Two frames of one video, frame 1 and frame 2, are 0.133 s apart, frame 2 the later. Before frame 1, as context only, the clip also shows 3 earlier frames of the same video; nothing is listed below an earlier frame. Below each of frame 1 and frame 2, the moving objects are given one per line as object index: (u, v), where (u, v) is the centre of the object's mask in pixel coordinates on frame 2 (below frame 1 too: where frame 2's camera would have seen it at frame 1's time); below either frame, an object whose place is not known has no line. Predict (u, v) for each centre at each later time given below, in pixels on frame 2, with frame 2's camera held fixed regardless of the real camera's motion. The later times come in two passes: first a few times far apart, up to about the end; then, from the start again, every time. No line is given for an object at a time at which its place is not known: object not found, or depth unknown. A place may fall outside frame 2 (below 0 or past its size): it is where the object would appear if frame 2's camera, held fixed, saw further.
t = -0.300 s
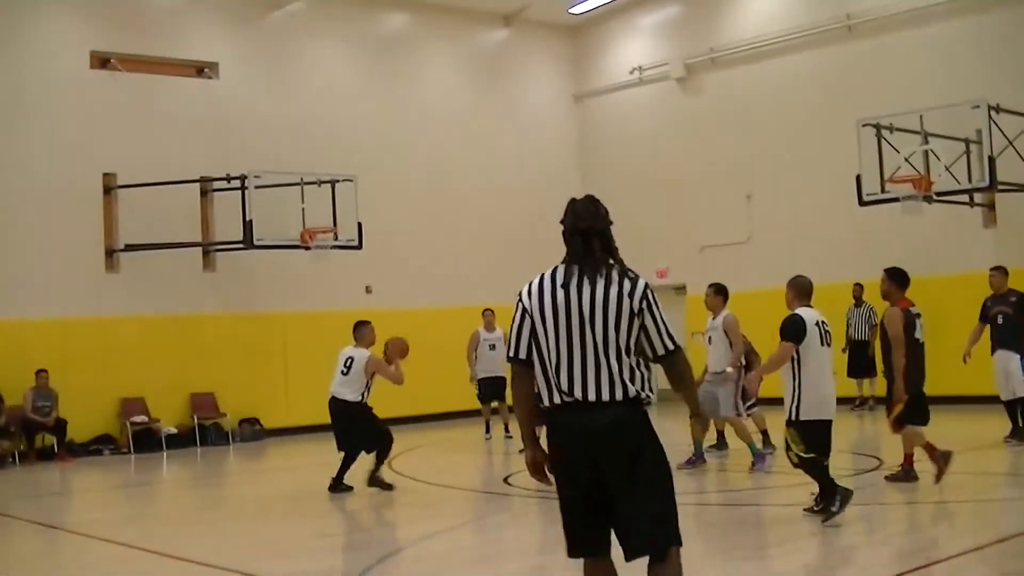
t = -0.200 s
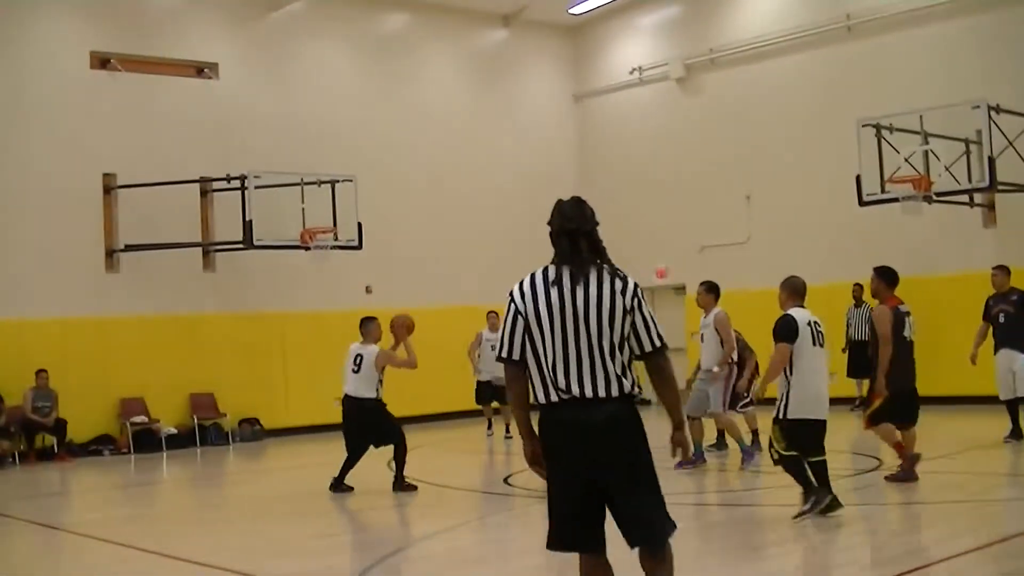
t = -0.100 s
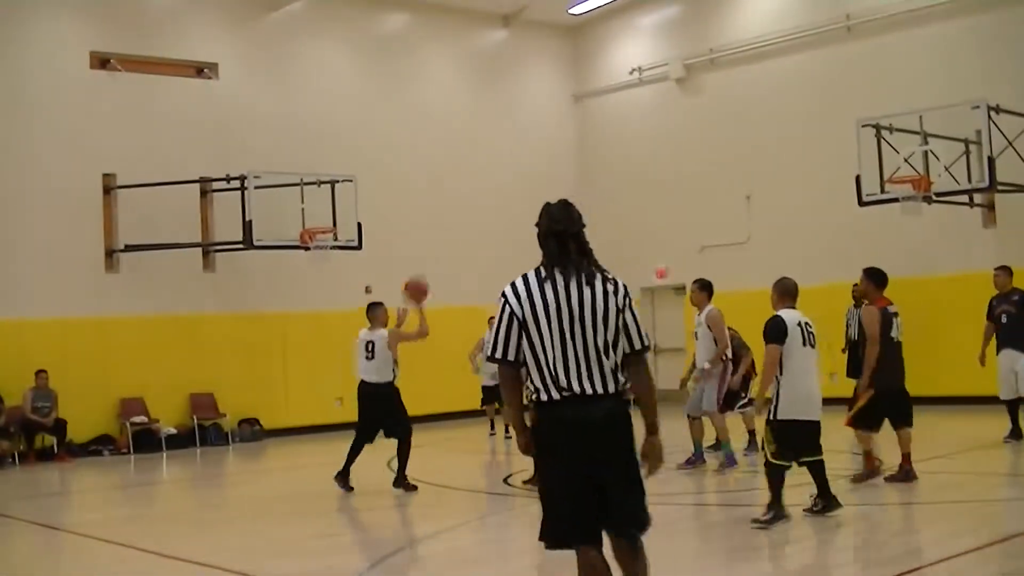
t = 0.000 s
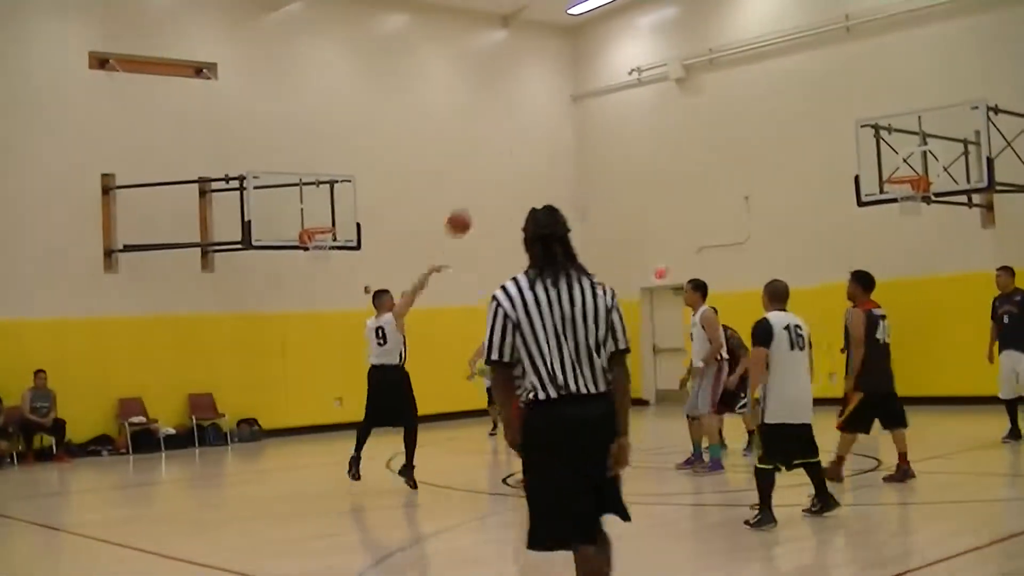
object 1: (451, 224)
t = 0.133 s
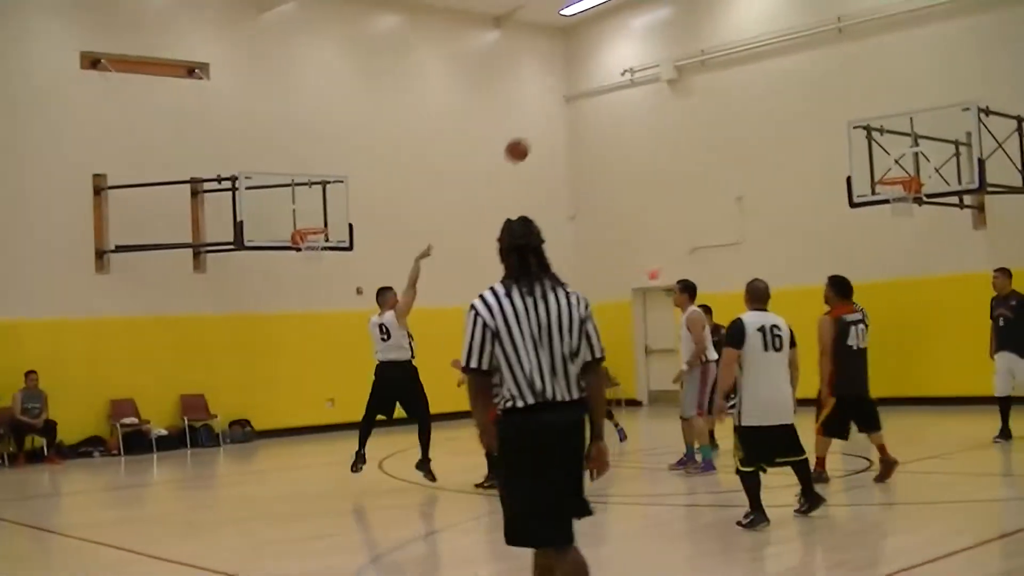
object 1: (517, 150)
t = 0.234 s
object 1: (563, 110)
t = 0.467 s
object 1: (665, 56)
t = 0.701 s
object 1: (756, 55)
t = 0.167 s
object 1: (532, 136)
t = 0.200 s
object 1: (548, 122)
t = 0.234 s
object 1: (563, 110)
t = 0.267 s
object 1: (577, 99)
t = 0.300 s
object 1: (593, 89)
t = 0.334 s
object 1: (607, 80)
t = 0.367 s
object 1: (622, 72)
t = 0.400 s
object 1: (637, 66)
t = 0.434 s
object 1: (651, 60)
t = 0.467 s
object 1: (665, 56)
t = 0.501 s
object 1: (678, 53)
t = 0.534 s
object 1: (691, 51)
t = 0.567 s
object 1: (704, 50)
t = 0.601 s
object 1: (718, 49)
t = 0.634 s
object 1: (731, 50)
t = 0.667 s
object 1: (744, 52)
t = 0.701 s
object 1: (756, 55)
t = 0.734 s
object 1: (769, 58)
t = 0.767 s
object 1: (782, 62)
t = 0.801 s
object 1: (794, 67)
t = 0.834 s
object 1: (806, 73)
